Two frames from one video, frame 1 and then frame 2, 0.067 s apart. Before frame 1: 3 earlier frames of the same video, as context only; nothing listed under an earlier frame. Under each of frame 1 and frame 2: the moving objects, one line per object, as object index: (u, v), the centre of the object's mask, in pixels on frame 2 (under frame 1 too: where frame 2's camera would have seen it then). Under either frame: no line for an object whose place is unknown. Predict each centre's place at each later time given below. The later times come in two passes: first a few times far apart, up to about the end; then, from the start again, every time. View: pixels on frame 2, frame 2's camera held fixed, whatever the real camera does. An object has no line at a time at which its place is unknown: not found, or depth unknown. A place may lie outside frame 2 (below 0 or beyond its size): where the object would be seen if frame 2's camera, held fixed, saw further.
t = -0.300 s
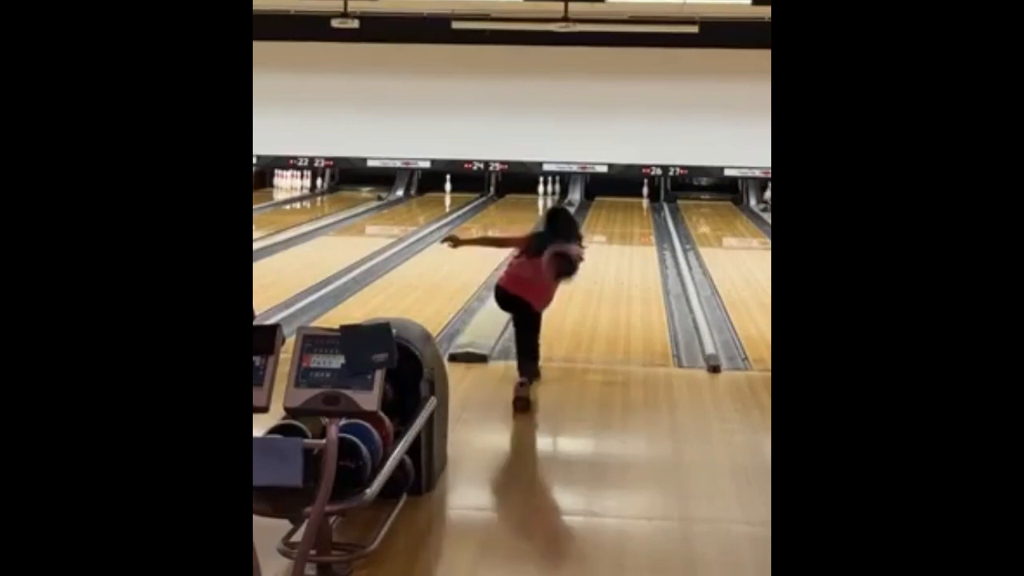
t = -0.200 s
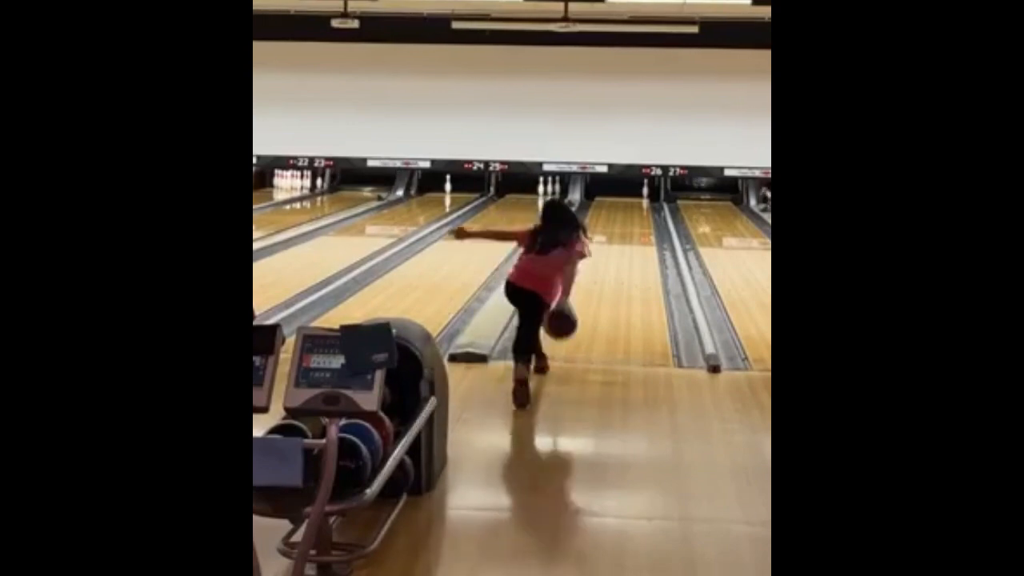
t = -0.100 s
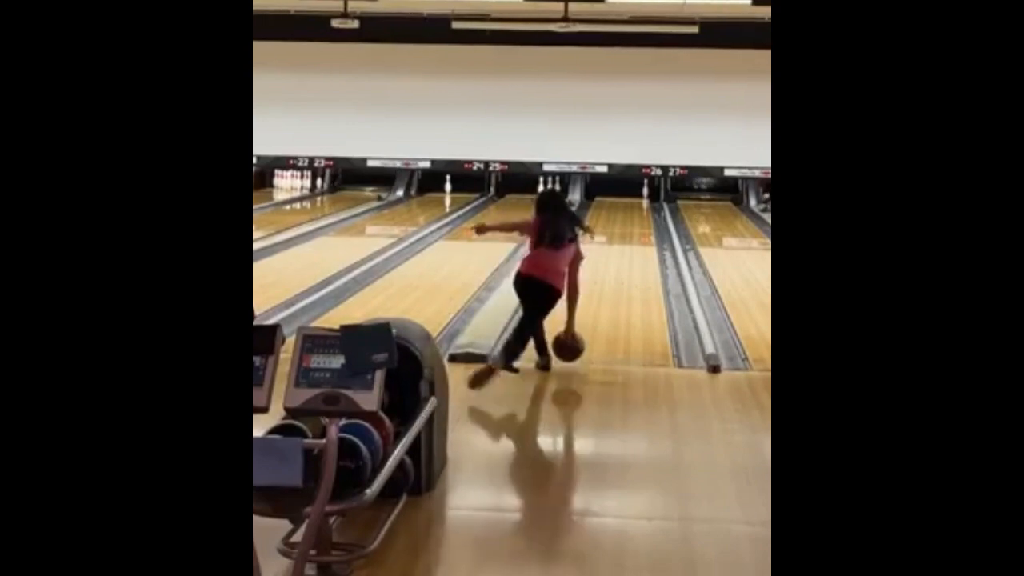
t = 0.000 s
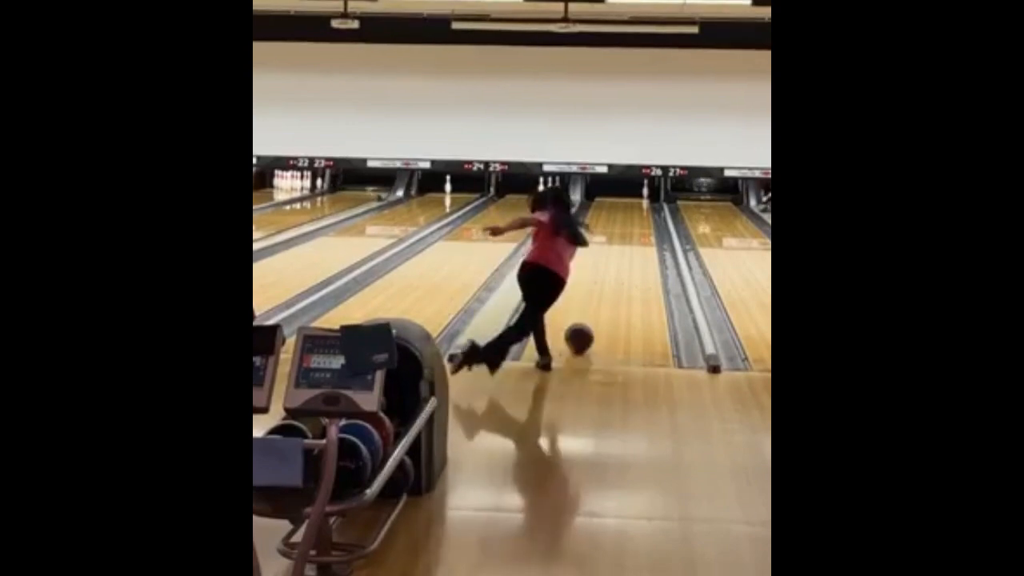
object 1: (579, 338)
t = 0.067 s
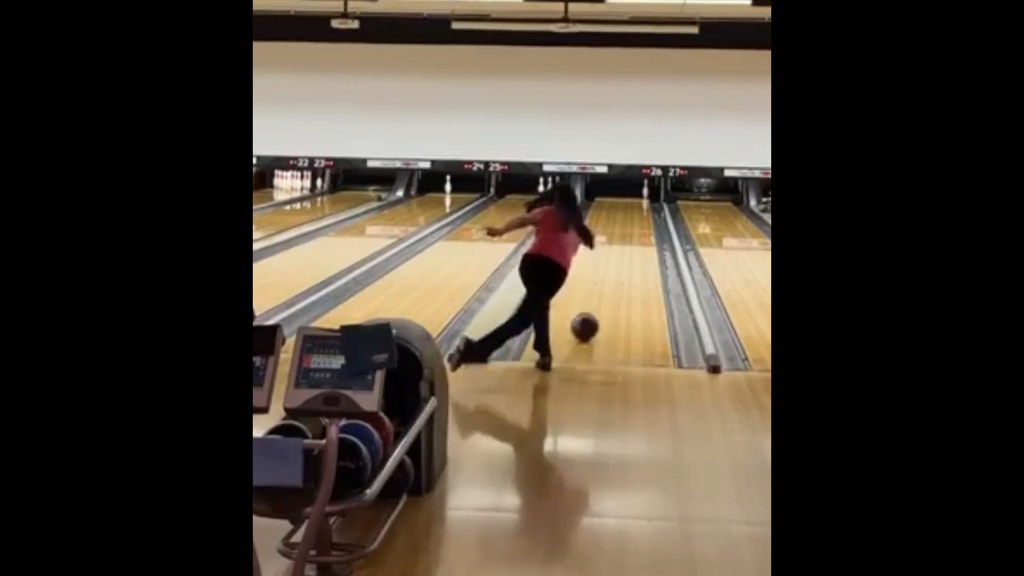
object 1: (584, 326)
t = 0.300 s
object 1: (600, 295)
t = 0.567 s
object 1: (614, 269)
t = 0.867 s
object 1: (625, 248)
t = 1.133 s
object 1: (632, 233)
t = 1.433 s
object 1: (642, 220)
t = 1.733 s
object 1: (644, 209)
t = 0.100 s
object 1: (587, 321)
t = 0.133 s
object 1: (589, 316)
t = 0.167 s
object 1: (592, 311)
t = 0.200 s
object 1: (594, 307)
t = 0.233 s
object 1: (596, 303)
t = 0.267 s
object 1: (598, 299)
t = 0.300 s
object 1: (600, 295)
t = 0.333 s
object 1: (602, 291)
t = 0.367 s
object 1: (604, 287)
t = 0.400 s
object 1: (606, 284)
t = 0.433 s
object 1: (608, 281)
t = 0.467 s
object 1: (609, 277)
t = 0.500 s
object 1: (611, 275)
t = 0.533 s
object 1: (612, 272)
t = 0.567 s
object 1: (614, 269)
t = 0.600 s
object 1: (618, 265)
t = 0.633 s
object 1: (616, 264)
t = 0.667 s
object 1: (618, 261)
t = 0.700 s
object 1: (619, 258)
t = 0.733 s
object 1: (621, 256)
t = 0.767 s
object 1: (622, 253)
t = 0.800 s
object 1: (623, 251)
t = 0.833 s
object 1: (623, 250)
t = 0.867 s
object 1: (625, 248)
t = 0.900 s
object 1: (626, 245)
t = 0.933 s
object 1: (627, 243)
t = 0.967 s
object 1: (628, 241)
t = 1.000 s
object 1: (628, 240)
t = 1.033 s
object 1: (629, 237)
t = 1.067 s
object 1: (630, 236)
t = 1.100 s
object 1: (632, 234)
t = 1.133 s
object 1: (632, 233)
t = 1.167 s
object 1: (635, 231)
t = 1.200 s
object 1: (635, 231)
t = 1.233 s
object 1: (635, 228)
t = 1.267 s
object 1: (635, 226)
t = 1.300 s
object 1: (636, 226)
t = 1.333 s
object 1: (637, 224)
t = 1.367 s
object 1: (638, 223)
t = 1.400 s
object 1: (641, 221)
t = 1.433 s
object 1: (642, 220)
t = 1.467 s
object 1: (640, 220)
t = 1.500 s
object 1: (640, 217)
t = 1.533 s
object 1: (639, 216)
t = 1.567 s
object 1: (641, 215)
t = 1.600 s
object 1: (642, 215)
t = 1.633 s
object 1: (643, 213)
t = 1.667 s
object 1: (645, 213)
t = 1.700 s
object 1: (643, 211)
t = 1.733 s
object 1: (644, 209)
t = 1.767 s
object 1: (645, 207)
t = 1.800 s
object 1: (646, 207)
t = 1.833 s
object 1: (646, 207)
